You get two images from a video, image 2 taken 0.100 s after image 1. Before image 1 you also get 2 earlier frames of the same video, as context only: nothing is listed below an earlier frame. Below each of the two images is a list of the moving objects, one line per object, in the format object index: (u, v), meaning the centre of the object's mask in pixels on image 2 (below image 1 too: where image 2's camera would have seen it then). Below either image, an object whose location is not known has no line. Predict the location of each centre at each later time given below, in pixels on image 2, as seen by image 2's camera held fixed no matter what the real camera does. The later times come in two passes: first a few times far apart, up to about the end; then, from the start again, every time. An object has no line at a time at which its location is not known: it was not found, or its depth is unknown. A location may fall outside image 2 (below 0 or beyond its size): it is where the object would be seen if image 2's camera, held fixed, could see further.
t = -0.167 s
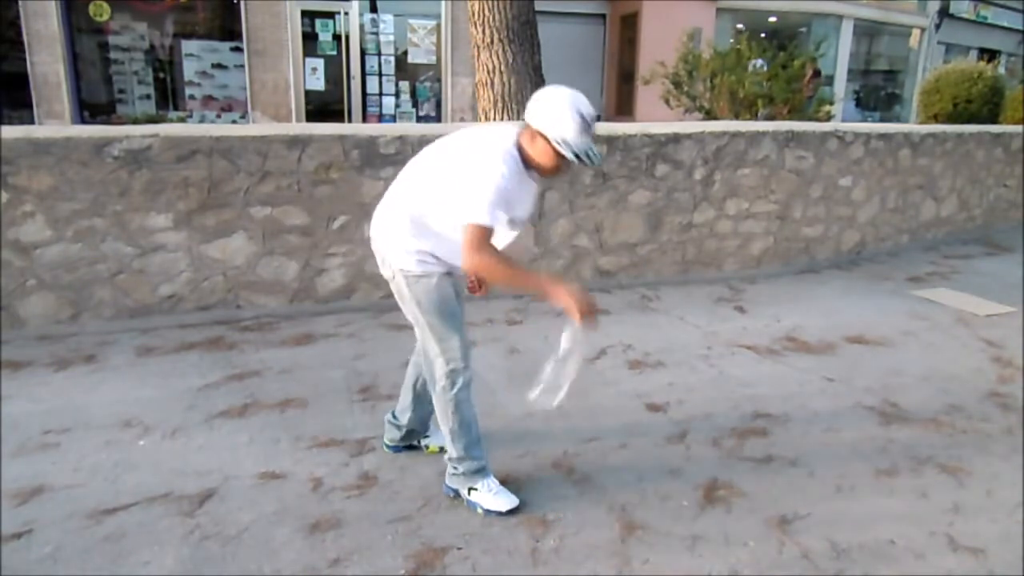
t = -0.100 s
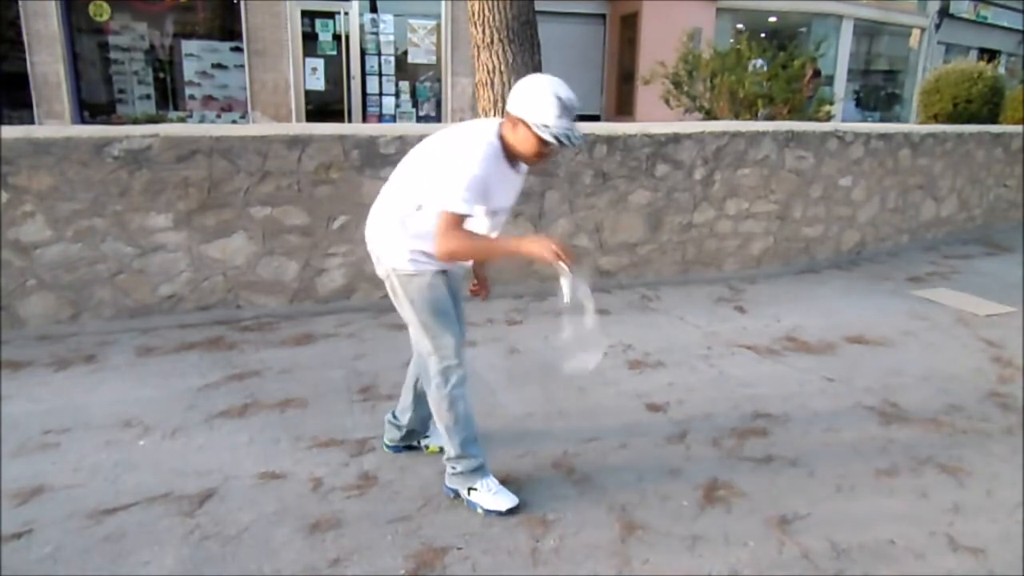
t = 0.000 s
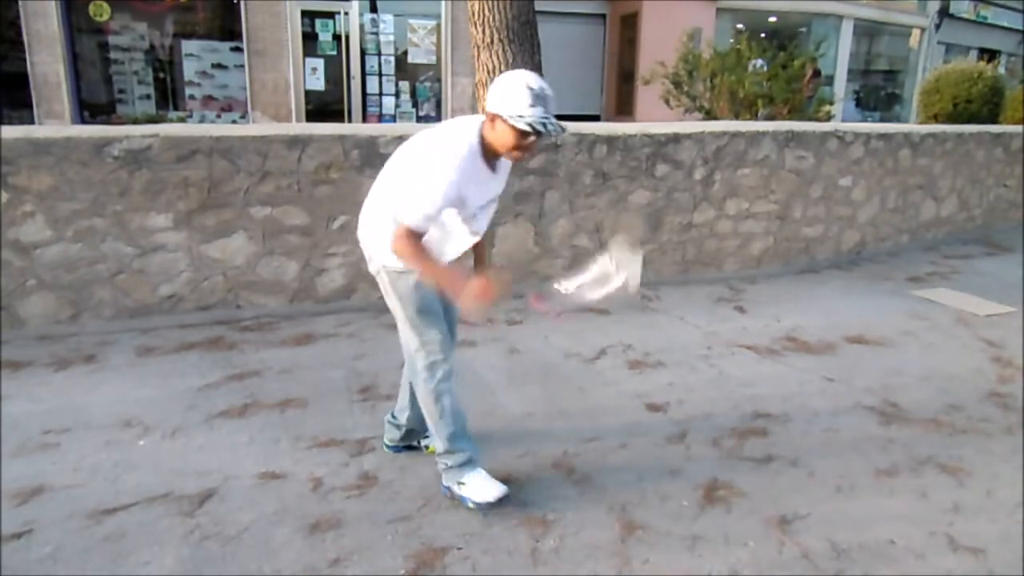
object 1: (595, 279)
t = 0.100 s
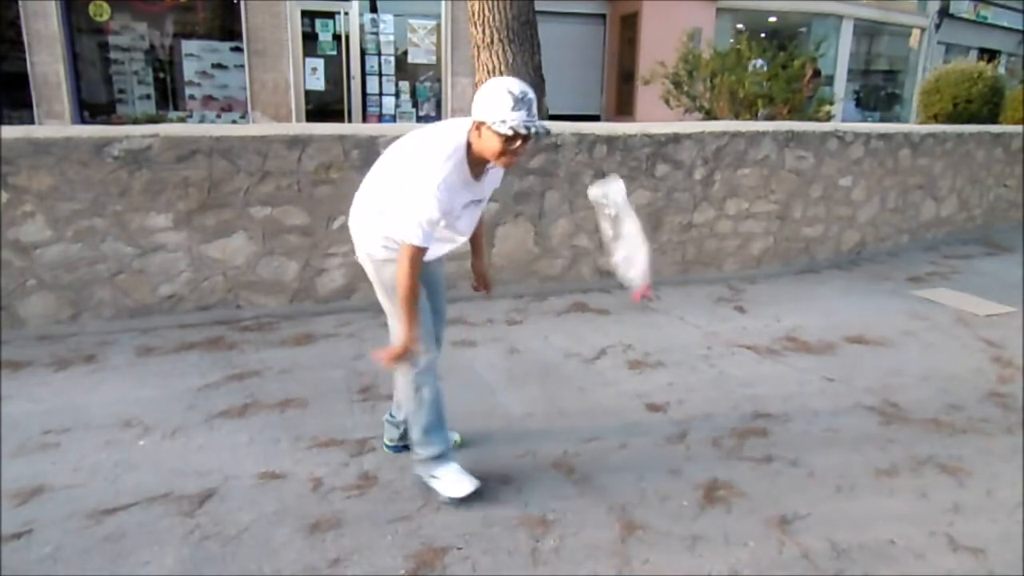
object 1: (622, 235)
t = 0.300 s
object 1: (643, 260)
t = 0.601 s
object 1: (658, 530)
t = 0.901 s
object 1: (661, 530)
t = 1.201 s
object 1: (659, 530)
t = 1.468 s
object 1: (659, 530)
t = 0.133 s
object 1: (627, 227)
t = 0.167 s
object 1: (631, 224)
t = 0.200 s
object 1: (634, 225)
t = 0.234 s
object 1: (636, 231)
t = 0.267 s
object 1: (639, 243)
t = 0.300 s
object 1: (643, 260)
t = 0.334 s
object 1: (646, 280)
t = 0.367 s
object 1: (650, 303)
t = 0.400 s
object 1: (652, 331)
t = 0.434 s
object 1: (652, 364)
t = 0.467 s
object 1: (654, 398)
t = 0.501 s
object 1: (654, 439)
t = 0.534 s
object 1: (656, 478)
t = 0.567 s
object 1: (657, 522)
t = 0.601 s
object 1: (658, 530)
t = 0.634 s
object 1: (659, 530)
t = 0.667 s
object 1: (659, 530)
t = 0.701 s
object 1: (658, 530)
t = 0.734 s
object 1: (659, 530)
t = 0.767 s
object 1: (660, 530)
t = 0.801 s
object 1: (661, 529)
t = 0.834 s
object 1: (661, 530)
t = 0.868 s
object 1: (661, 530)
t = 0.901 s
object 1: (661, 530)
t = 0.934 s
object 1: (661, 530)
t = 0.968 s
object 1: (660, 530)
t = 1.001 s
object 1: (659, 529)
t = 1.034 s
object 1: (659, 530)
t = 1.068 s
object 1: (659, 529)
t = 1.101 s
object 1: (659, 530)
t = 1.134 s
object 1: (659, 529)
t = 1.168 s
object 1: (659, 530)
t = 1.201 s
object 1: (659, 530)
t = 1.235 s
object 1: (659, 530)
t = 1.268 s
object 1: (659, 530)
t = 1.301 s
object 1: (659, 530)
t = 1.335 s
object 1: (659, 530)
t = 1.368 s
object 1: (659, 529)
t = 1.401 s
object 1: (659, 529)
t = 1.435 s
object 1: (659, 529)
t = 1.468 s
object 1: (659, 530)
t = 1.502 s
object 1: (659, 530)
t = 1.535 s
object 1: (659, 529)
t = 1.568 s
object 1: (659, 530)
